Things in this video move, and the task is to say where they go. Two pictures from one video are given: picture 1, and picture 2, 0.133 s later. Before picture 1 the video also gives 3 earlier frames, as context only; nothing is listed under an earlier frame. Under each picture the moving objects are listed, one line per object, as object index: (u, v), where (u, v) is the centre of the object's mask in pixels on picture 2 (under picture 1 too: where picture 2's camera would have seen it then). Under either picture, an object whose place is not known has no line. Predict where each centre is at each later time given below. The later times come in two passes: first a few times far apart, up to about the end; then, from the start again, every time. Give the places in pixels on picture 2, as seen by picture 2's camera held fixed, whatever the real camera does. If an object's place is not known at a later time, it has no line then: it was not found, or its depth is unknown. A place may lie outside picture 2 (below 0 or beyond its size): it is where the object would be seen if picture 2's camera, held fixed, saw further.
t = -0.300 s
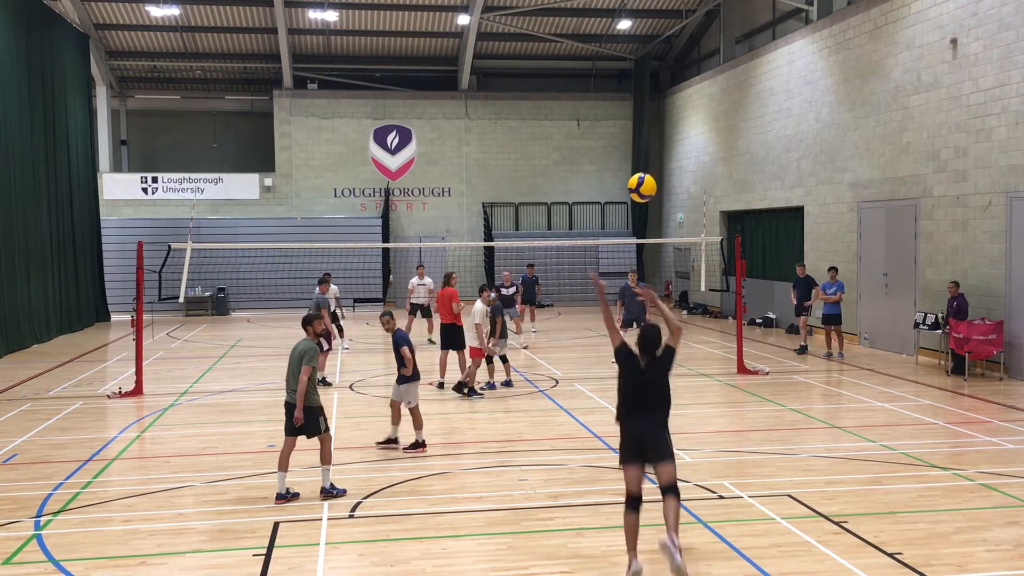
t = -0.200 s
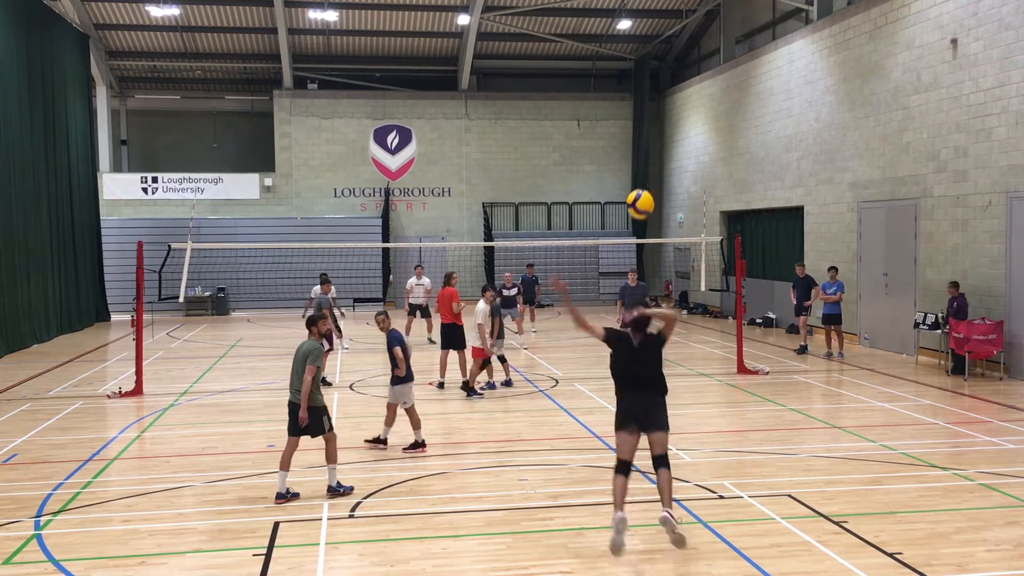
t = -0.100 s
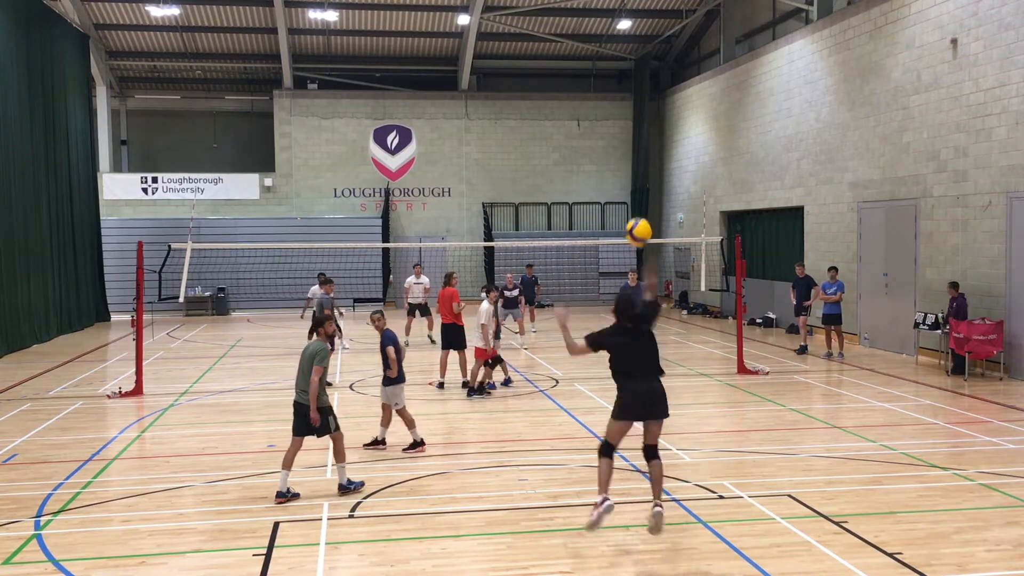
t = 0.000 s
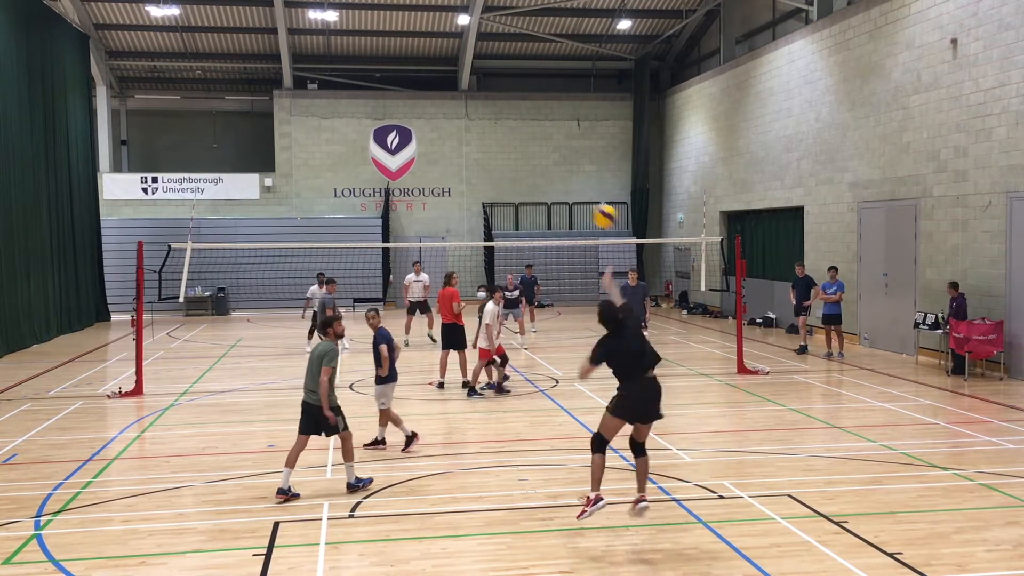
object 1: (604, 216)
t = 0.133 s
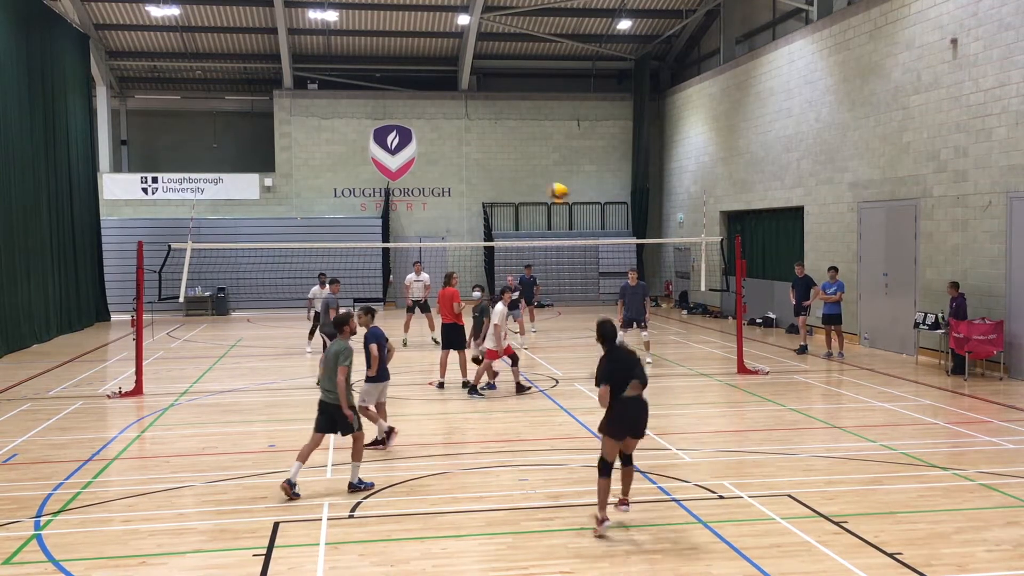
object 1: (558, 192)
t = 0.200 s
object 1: (541, 188)
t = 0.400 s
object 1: (502, 197)
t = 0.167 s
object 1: (549, 190)
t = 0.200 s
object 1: (541, 188)
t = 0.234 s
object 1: (533, 188)
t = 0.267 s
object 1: (526, 188)
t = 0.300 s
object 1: (520, 189)
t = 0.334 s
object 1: (513, 191)
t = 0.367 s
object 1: (508, 194)
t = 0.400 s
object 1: (502, 197)
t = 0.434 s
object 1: (497, 201)
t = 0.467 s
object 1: (493, 205)
